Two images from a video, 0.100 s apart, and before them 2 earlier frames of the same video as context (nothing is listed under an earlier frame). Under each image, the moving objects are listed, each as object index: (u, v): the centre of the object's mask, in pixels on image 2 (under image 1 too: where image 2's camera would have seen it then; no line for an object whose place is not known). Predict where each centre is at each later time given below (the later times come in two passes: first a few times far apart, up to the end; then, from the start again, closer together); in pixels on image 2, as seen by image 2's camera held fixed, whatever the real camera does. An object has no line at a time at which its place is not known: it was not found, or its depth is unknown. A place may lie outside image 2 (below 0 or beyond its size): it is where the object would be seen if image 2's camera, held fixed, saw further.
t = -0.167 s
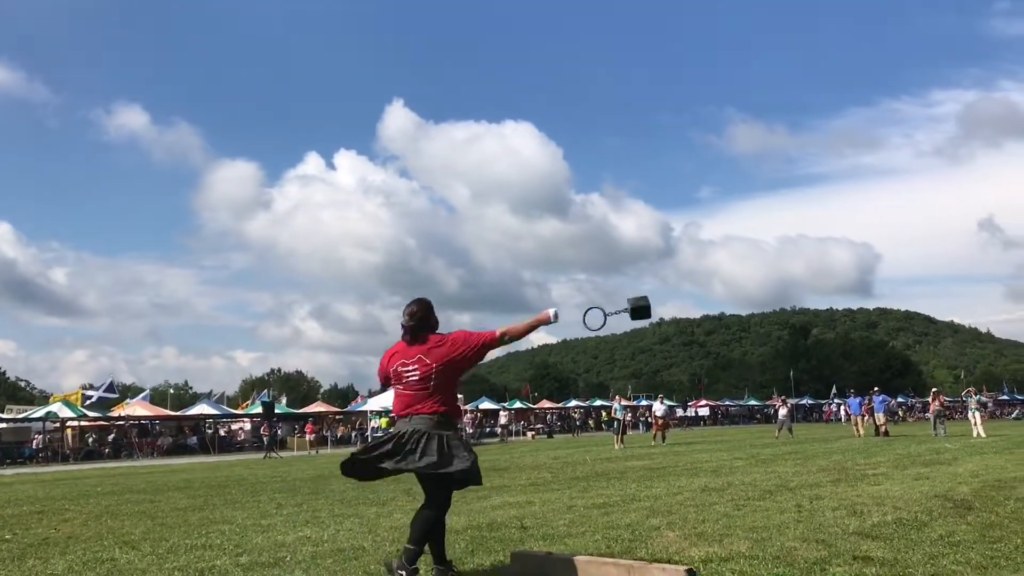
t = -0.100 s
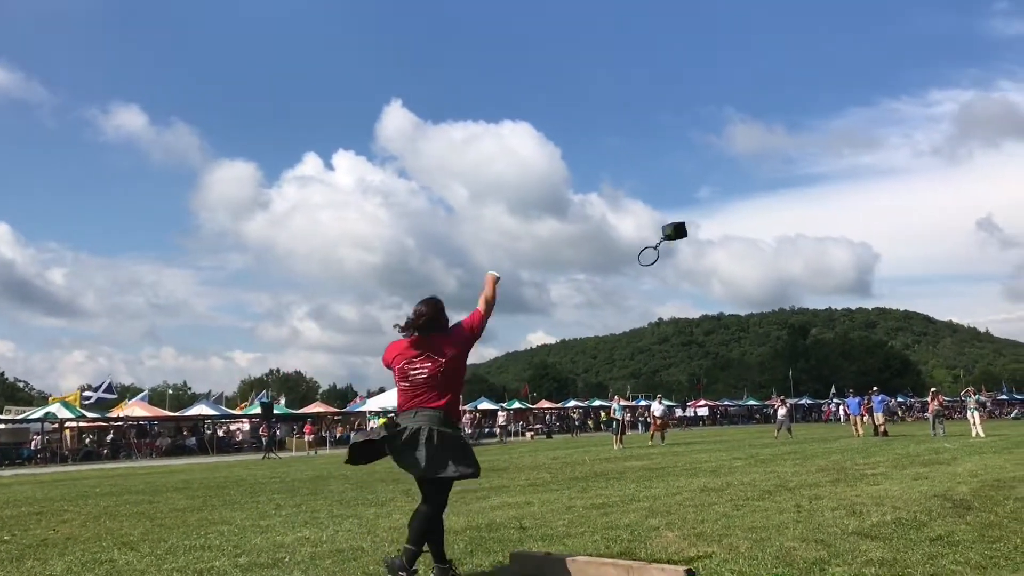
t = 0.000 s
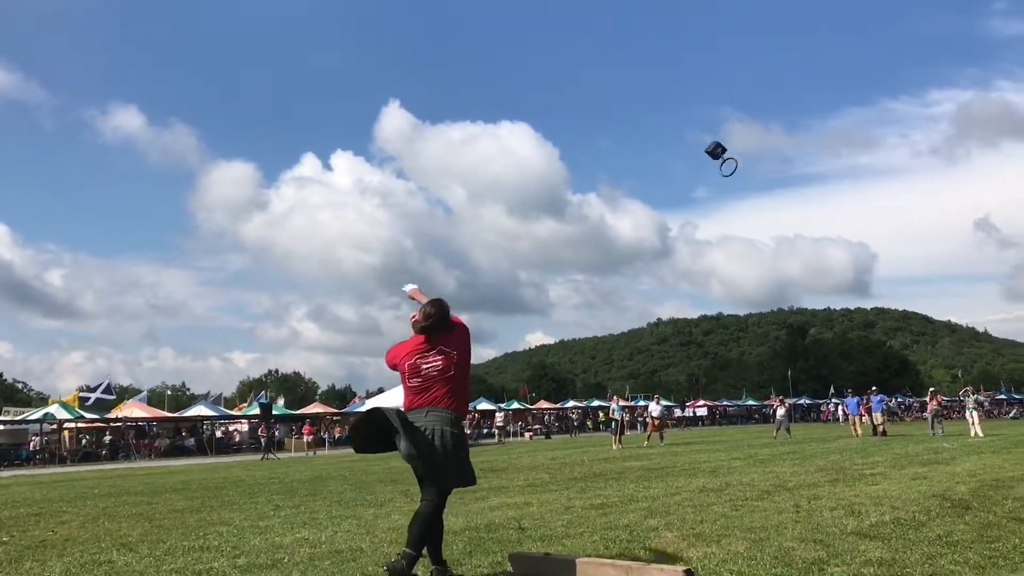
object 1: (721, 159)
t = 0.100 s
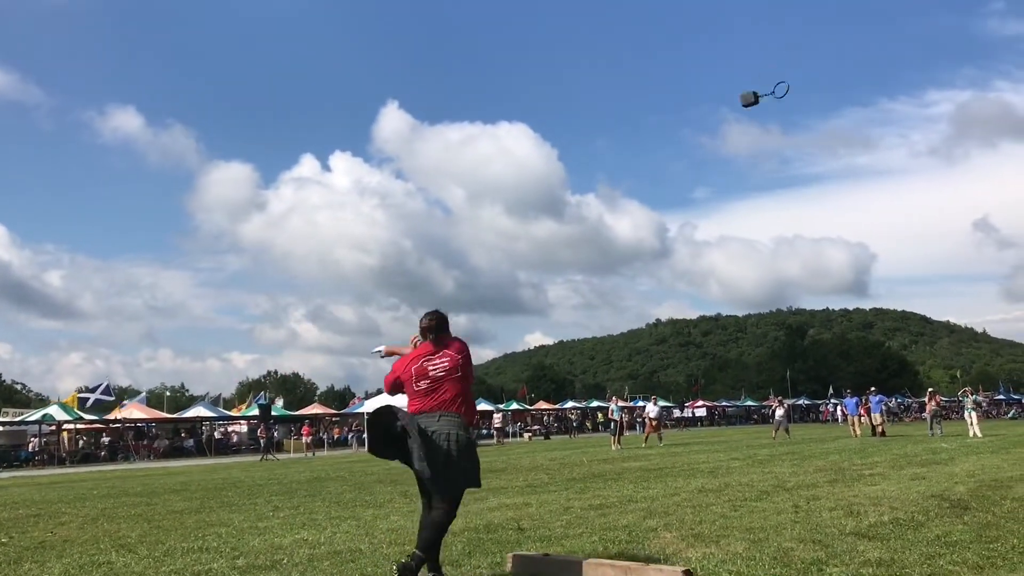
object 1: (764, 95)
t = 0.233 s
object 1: (792, 51)
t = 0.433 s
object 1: (823, 38)
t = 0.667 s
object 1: (877, 50)
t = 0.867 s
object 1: (900, 78)
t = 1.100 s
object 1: (919, 141)
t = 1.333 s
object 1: (955, 210)
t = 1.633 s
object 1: (976, 313)
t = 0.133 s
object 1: (775, 79)
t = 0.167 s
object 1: (782, 66)
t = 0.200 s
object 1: (787, 58)
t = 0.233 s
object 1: (792, 51)
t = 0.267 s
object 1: (798, 45)
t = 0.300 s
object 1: (802, 41)
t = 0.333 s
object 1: (808, 38)
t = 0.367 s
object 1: (812, 37)
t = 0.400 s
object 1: (817, 37)
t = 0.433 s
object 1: (823, 38)
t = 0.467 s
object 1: (830, 39)
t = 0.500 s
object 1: (839, 39)
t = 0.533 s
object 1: (847, 41)
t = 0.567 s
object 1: (855, 42)
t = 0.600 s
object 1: (863, 44)
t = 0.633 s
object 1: (869, 47)
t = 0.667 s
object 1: (877, 50)
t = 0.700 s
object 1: (883, 53)
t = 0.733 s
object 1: (889, 57)
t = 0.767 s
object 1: (894, 61)
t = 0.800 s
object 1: (896, 66)
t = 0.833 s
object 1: (898, 72)
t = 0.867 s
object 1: (900, 78)
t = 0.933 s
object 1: (904, 94)
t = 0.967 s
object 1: (906, 102)
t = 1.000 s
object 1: (908, 111)
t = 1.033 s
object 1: (910, 120)
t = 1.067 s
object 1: (913, 131)
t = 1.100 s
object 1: (919, 141)
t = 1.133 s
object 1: (924, 151)
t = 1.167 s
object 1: (929, 161)
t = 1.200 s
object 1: (934, 172)
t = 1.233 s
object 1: (940, 182)
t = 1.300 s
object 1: (950, 200)
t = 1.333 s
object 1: (955, 210)
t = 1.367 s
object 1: (959, 219)
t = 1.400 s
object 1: (962, 229)
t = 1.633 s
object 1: (976, 313)
